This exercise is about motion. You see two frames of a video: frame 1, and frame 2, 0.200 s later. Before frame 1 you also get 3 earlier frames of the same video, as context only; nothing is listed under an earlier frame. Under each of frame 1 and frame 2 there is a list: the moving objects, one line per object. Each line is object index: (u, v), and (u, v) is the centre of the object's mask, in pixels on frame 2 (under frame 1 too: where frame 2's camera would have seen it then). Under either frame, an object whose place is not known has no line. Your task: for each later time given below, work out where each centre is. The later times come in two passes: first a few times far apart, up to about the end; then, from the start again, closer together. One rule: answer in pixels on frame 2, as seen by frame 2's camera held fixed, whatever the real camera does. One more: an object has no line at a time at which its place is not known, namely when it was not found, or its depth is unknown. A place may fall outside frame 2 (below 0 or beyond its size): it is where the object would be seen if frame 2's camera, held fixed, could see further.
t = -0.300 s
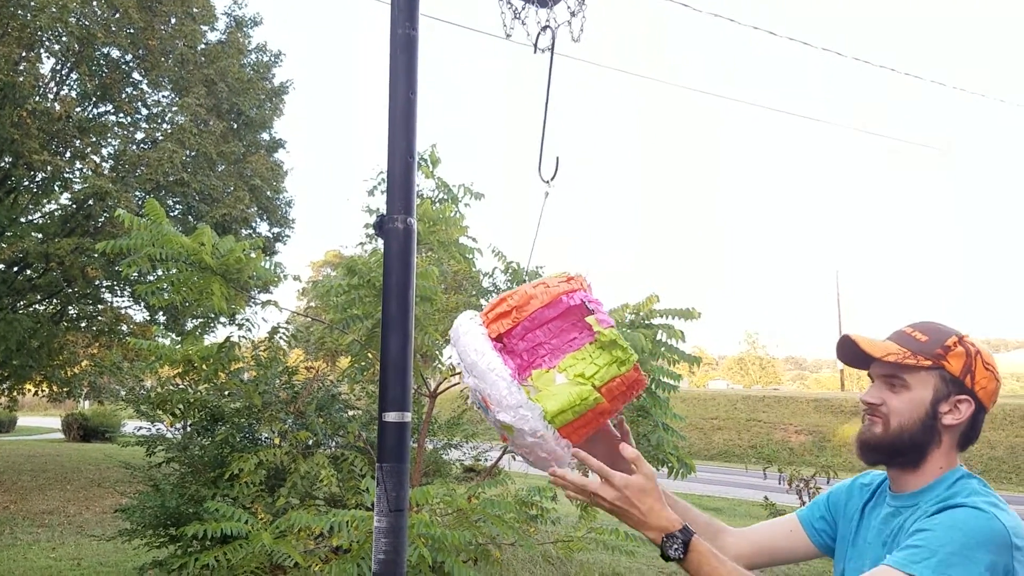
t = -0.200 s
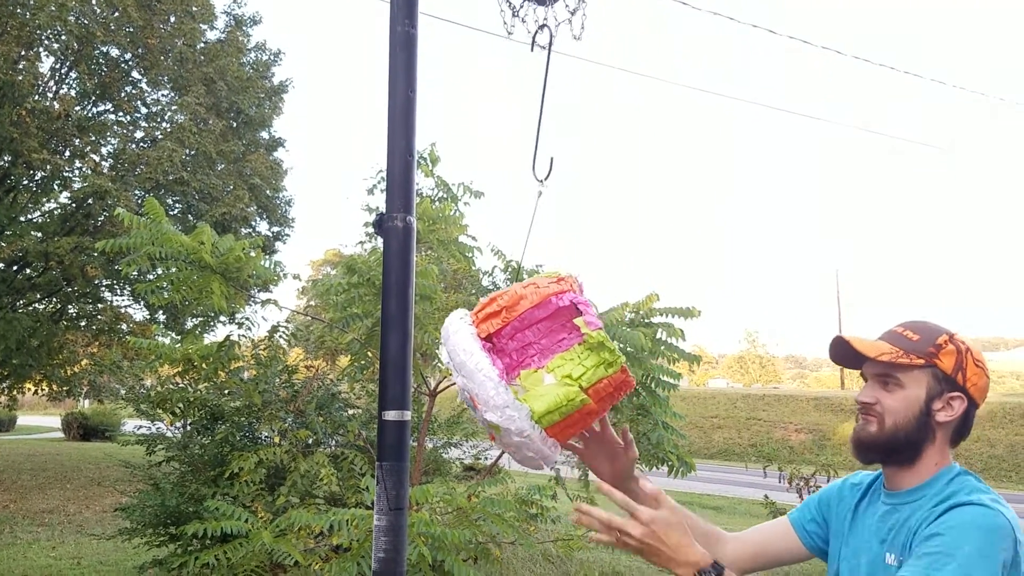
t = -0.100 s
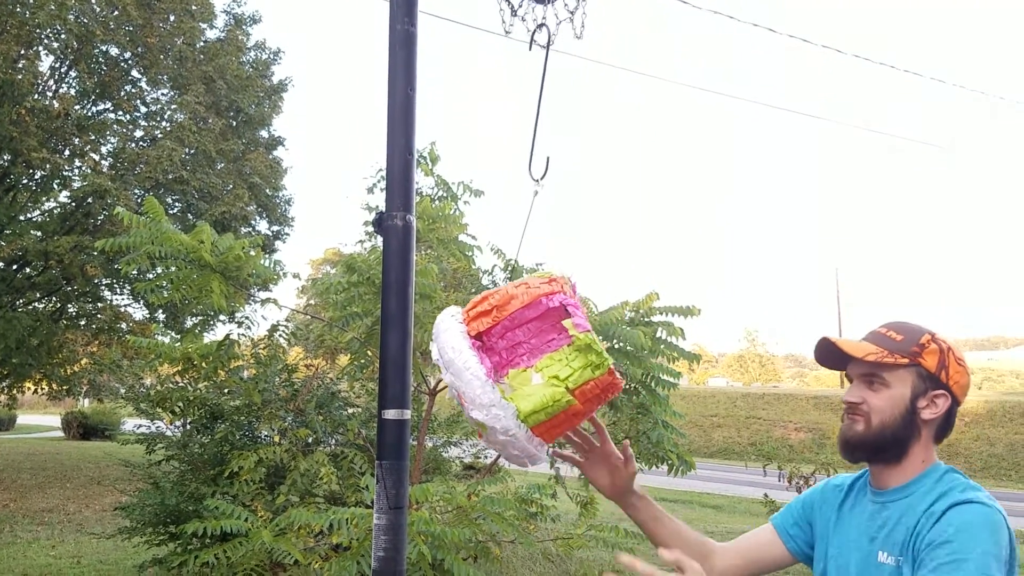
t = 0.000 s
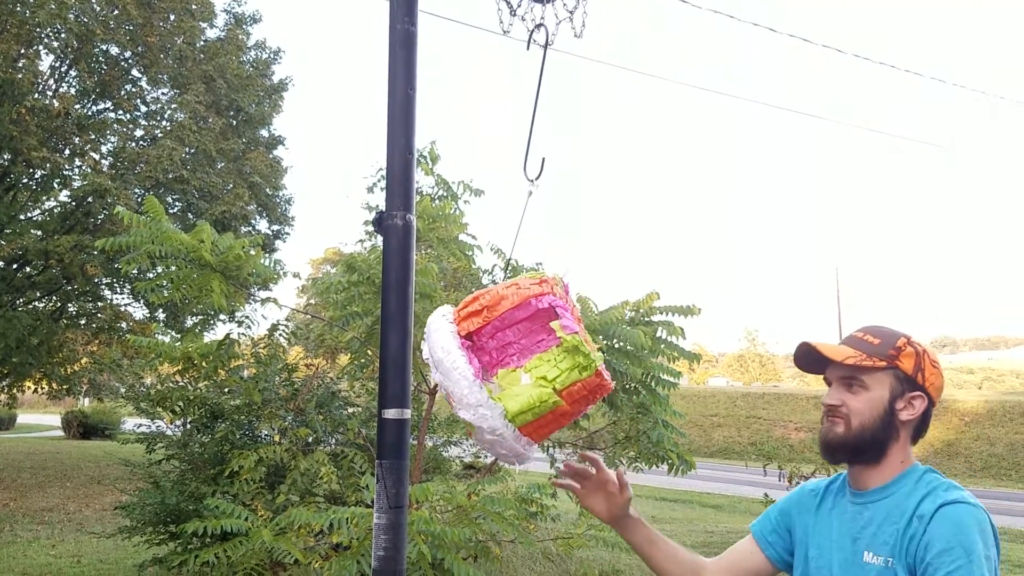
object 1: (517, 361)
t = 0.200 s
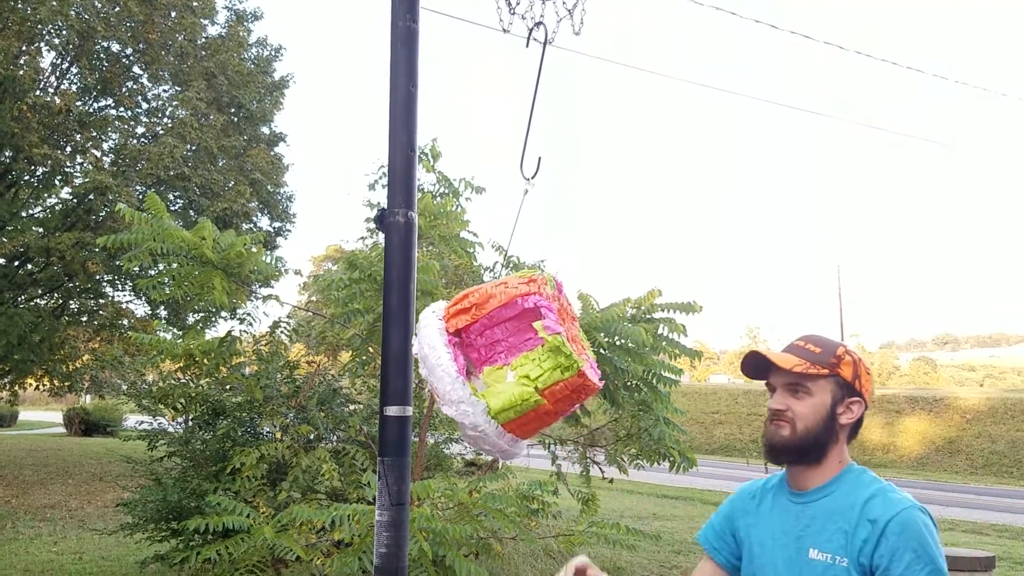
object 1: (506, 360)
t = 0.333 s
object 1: (505, 361)
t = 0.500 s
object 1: (511, 361)
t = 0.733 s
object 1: (528, 362)
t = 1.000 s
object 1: (548, 361)
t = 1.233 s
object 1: (554, 360)
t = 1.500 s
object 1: (542, 362)
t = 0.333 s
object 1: (505, 361)
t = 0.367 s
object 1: (505, 361)
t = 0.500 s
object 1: (511, 361)
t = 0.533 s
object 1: (513, 361)
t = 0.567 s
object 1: (515, 361)
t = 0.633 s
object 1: (520, 362)
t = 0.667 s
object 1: (522, 362)
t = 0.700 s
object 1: (525, 362)
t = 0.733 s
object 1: (528, 362)
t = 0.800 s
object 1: (534, 362)
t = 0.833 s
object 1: (536, 362)
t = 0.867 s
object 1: (539, 362)
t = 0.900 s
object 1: (542, 362)
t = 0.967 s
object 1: (546, 362)
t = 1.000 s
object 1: (548, 361)
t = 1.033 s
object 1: (550, 361)
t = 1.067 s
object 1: (551, 361)
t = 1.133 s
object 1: (553, 360)
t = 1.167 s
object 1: (554, 360)
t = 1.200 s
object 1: (554, 360)
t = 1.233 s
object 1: (554, 360)
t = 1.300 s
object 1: (553, 361)
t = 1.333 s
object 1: (552, 361)
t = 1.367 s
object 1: (551, 361)
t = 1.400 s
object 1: (549, 361)
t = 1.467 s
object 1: (544, 362)
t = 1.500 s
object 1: (542, 362)
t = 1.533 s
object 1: (539, 362)
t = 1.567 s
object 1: (537, 362)
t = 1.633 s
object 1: (531, 363)
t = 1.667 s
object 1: (528, 363)
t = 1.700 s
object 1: (525, 364)
